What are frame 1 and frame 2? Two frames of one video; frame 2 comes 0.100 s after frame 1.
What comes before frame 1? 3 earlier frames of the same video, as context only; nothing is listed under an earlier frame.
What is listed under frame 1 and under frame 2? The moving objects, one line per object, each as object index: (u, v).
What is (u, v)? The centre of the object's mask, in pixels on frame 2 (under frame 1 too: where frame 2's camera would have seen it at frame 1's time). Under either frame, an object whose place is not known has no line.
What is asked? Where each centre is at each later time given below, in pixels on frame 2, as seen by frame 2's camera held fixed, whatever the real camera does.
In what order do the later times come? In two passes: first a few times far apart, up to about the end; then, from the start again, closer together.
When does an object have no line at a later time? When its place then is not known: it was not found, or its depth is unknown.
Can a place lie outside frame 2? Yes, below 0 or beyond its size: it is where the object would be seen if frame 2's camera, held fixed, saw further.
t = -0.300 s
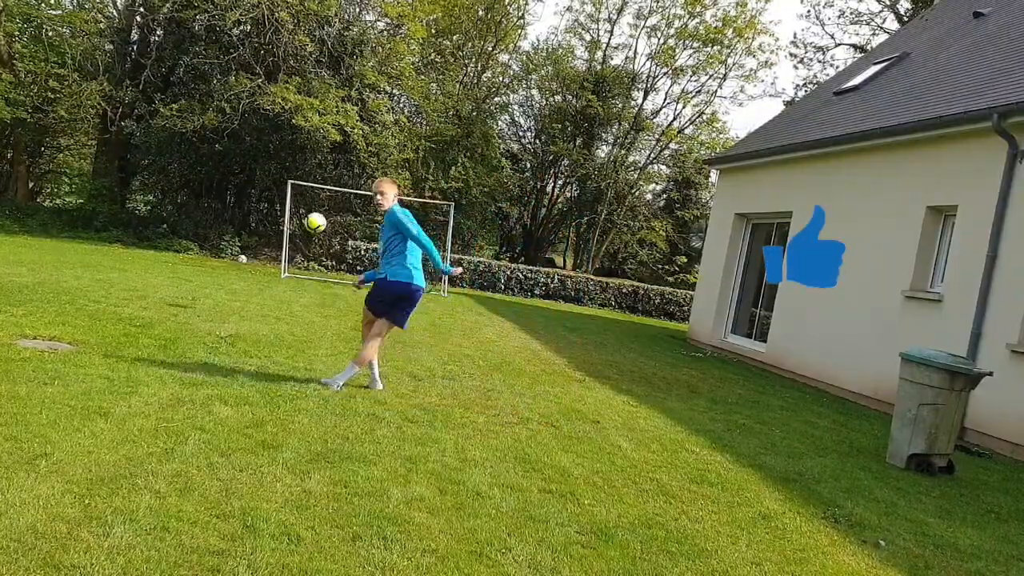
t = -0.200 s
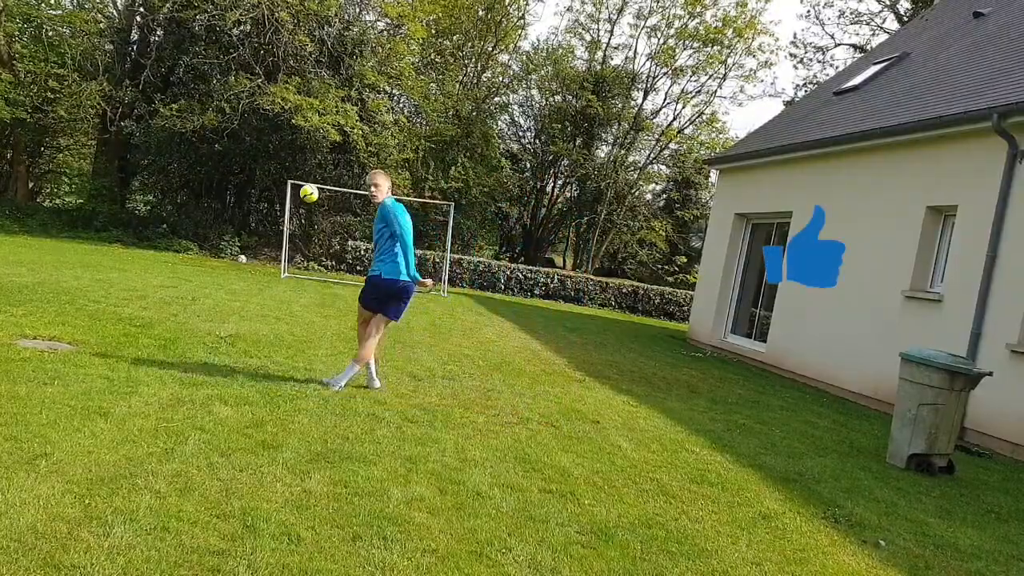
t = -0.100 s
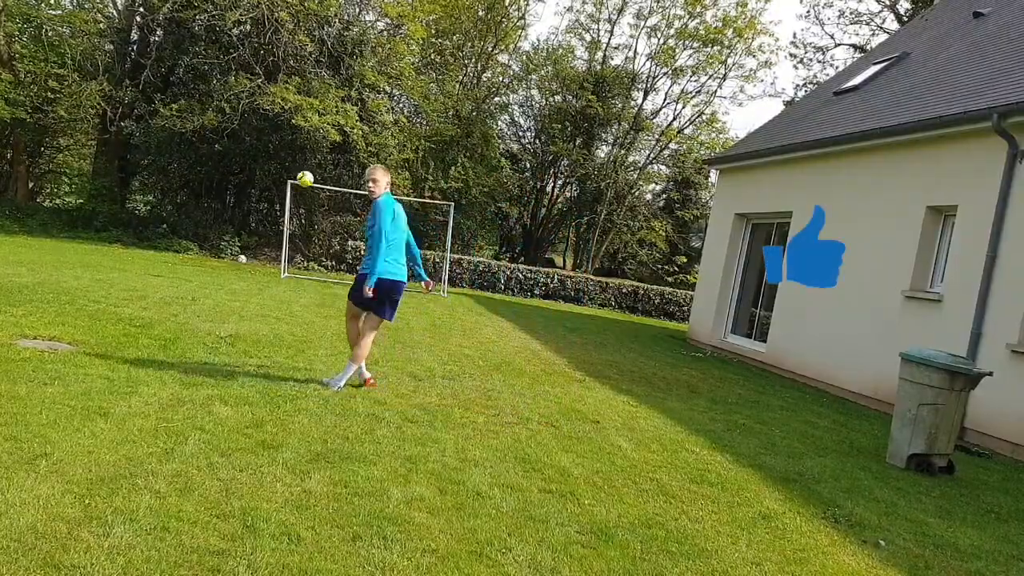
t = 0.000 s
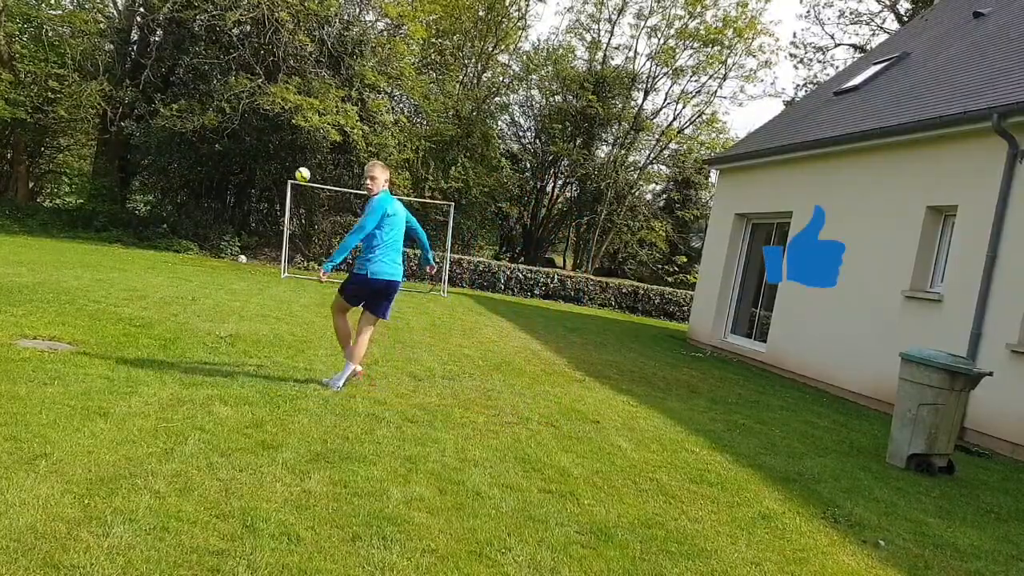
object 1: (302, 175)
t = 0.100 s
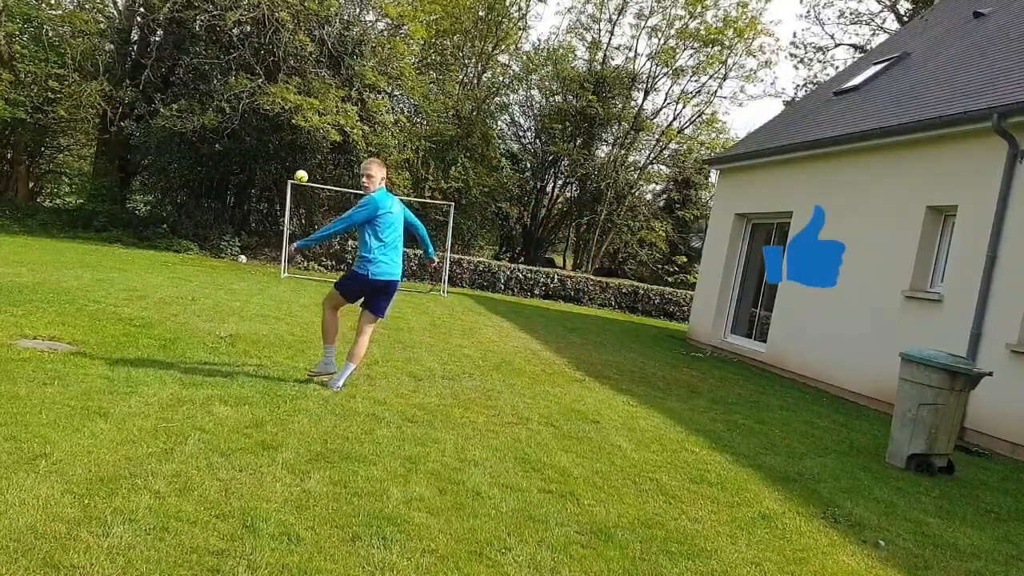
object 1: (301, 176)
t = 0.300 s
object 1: (297, 160)
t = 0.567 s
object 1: (287, 135)
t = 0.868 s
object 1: (265, 156)
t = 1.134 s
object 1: (236, 228)
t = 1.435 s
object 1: (220, 245)
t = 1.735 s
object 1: (211, 232)
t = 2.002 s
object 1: (195, 274)
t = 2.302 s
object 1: (175, 261)
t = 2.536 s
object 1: (153, 275)
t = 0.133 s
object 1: (301, 178)
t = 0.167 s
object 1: (300, 180)
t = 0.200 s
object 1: (299, 178)
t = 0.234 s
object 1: (299, 172)
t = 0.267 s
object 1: (298, 165)
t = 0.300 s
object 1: (297, 160)
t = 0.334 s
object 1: (297, 155)
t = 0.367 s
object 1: (296, 150)
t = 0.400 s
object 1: (294, 146)
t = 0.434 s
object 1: (293, 142)
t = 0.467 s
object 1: (292, 139)
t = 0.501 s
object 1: (290, 137)
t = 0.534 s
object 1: (289, 136)
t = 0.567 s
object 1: (287, 135)
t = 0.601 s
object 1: (285, 135)
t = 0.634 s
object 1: (283, 135)
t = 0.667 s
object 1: (281, 135)
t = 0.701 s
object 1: (279, 137)
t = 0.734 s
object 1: (277, 140)
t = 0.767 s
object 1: (274, 142)
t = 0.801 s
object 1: (271, 146)
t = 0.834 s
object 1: (268, 151)
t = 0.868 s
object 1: (265, 156)
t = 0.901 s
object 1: (262, 162)
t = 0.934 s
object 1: (259, 168)
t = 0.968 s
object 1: (256, 176)
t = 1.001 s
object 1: (252, 185)
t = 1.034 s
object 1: (248, 194)
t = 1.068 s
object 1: (244, 204)
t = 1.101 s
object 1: (240, 216)
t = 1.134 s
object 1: (236, 228)
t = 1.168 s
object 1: (232, 241)
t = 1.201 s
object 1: (227, 254)
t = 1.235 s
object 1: (224, 269)
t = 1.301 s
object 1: (220, 269)
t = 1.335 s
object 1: (221, 261)
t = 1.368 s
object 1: (220, 256)
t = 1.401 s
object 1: (219, 250)
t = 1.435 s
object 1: (220, 245)
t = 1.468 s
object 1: (219, 241)
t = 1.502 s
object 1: (218, 237)
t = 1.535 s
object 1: (218, 234)
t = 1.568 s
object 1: (217, 232)
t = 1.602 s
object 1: (216, 230)
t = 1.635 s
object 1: (215, 230)
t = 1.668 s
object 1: (214, 230)
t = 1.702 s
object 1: (213, 231)
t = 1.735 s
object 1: (211, 232)
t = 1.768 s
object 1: (209, 235)
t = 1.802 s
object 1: (208, 238)
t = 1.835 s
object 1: (206, 242)
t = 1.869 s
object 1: (205, 247)
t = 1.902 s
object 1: (202, 252)
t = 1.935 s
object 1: (199, 259)
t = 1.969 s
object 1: (197, 267)
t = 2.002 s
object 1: (195, 274)
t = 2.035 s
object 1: (193, 277)
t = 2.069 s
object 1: (190, 274)
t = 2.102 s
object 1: (189, 269)
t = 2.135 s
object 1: (187, 266)
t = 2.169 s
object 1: (184, 263)
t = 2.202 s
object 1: (182, 262)
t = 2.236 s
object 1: (180, 261)
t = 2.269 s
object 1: (177, 261)
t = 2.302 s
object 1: (175, 261)
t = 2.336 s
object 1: (171, 263)
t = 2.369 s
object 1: (168, 266)
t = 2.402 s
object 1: (165, 269)
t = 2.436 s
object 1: (161, 273)
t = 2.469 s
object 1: (158, 277)
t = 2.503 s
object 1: (156, 275)
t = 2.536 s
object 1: (153, 275)
